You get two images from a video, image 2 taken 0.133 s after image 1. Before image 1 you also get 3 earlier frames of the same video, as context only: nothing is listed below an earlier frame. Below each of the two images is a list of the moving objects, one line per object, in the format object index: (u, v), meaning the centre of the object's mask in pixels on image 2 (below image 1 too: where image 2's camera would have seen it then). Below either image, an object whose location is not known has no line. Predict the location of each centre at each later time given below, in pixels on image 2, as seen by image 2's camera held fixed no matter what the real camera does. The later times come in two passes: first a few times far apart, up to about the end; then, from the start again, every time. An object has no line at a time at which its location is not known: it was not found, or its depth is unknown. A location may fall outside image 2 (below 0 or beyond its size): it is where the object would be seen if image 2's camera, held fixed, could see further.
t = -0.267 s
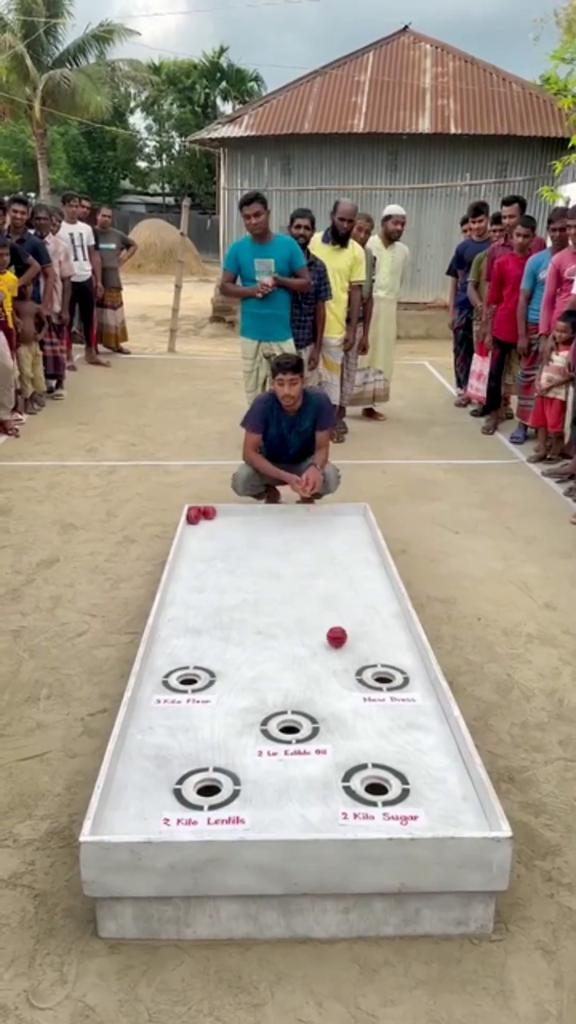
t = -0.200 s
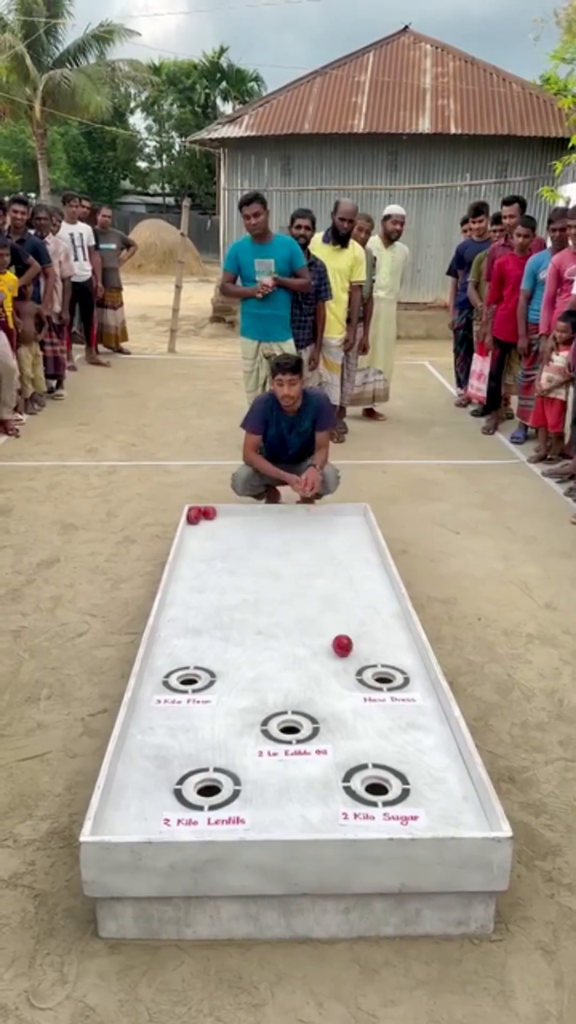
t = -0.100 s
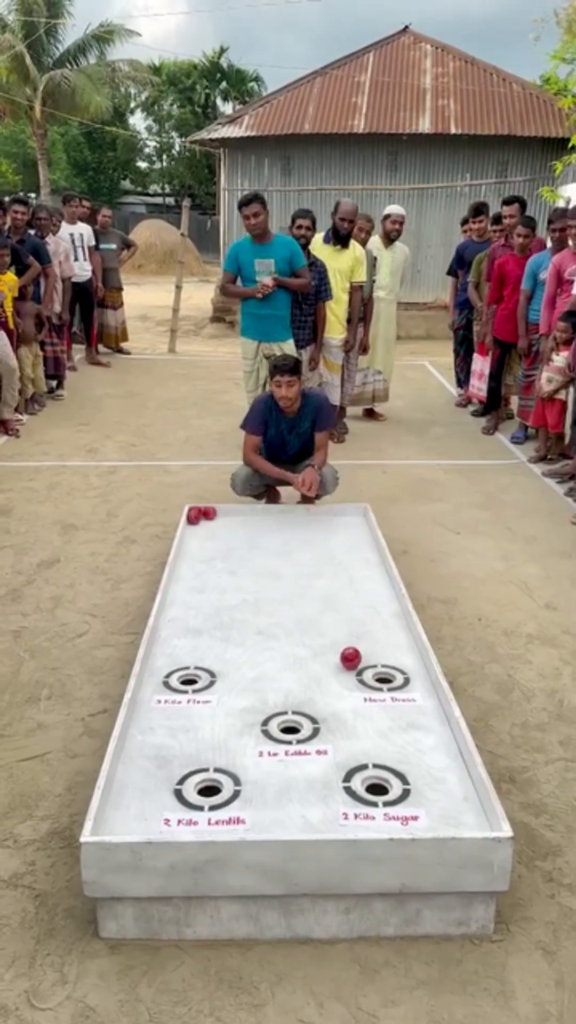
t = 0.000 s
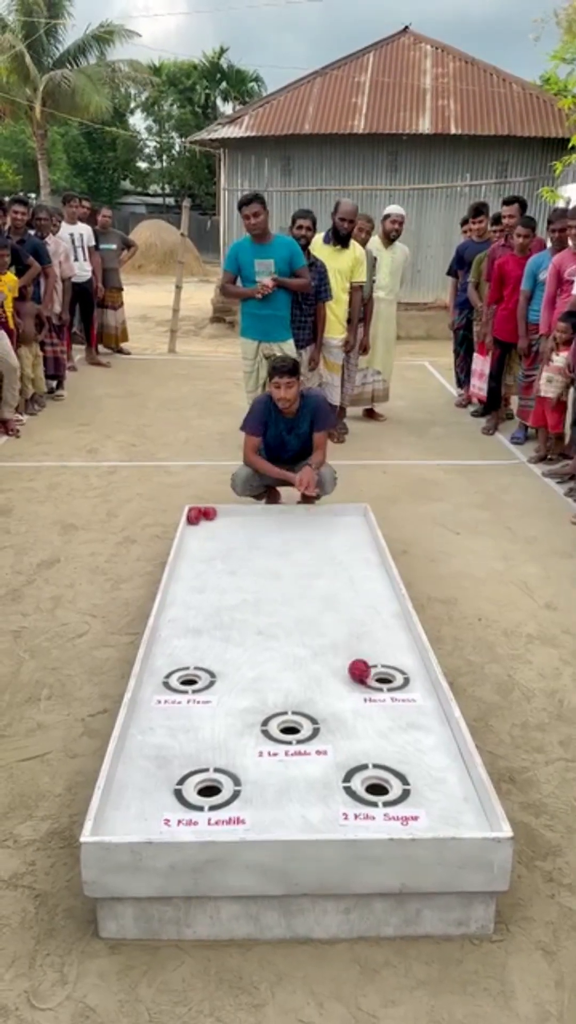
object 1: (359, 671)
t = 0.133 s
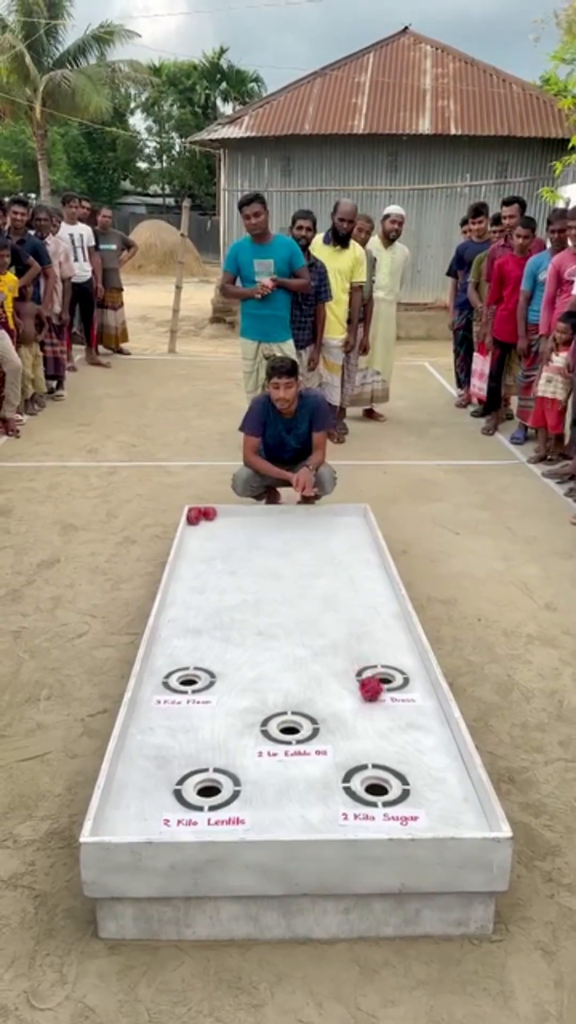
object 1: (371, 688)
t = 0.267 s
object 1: (383, 706)
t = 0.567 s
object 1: (414, 746)
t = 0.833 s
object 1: (444, 782)
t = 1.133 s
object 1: (478, 818)
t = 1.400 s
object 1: (471, 820)
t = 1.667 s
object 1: (457, 806)
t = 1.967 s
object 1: (440, 785)
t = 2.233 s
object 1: (428, 765)
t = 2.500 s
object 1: (418, 744)
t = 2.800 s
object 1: (408, 719)
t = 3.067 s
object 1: (400, 696)
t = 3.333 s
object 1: (393, 674)
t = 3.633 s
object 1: (363, 651)
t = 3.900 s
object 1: (334, 634)
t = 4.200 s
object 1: (305, 616)
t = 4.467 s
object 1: (280, 599)
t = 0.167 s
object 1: (373, 693)
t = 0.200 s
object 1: (376, 697)
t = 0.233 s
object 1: (380, 702)
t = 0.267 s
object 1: (383, 706)
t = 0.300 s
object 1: (386, 710)
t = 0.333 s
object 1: (390, 714)
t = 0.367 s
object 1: (393, 719)
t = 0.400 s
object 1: (397, 723)
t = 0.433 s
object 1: (400, 728)
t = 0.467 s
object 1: (403, 733)
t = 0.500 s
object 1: (407, 737)
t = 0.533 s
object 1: (410, 742)
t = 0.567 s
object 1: (414, 746)
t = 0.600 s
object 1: (418, 750)
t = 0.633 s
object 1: (421, 755)
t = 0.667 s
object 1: (425, 760)
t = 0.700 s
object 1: (429, 764)
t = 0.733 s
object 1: (433, 768)
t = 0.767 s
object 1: (437, 772)
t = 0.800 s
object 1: (441, 777)
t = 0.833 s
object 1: (444, 782)
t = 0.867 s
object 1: (448, 786)
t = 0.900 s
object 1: (452, 791)
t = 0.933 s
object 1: (456, 794)
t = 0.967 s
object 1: (460, 799)
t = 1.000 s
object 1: (464, 803)
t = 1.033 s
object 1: (468, 807)
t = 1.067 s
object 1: (472, 812)
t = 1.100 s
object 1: (477, 816)
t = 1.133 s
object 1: (478, 818)
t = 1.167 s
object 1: (478, 820)
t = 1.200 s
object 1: (478, 822)
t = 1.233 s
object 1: (478, 824)
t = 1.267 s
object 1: (478, 824)
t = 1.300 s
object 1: (477, 823)
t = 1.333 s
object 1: (475, 822)
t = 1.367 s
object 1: (473, 821)
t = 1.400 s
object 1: (471, 820)
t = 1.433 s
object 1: (469, 819)
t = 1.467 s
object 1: (468, 818)
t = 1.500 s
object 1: (466, 817)
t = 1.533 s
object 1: (464, 815)
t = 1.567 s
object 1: (462, 813)
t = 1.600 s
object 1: (460, 811)
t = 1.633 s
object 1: (459, 809)
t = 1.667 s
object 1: (457, 806)
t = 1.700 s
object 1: (455, 805)
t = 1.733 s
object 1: (453, 802)
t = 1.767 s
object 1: (451, 800)
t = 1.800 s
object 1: (449, 798)
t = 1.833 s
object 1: (447, 796)
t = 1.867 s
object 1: (446, 793)
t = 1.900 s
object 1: (444, 790)
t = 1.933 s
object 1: (442, 788)
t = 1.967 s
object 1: (440, 785)
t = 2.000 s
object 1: (438, 783)
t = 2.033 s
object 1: (437, 780)
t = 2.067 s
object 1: (435, 778)
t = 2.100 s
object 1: (434, 775)
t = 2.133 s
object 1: (432, 773)
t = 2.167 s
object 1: (431, 771)
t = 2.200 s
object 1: (429, 768)
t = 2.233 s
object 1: (428, 765)
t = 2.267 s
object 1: (427, 762)
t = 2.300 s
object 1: (425, 760)
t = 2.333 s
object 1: (424, 757)
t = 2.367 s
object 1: (423, 754)
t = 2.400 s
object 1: (422, 751)
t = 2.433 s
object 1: (420, 749)
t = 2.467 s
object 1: (419, 746)
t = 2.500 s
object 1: (418, 744)
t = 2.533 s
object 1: (417, 741)
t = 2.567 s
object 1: (415, 738)
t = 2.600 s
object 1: (414, 735)
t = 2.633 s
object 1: (413, 732)
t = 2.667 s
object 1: (412, 730)
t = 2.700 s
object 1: (411, 727)
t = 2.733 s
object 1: (410, 724)
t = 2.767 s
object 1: (409, 721)
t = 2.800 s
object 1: (408, 719)
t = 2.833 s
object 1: (406, 716)
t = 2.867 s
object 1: (406, 713)
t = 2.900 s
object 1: (404, 710)
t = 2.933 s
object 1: (404, 707)
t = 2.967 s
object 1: (402, 704)
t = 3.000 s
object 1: (402, 702)
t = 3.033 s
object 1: (401, 699)
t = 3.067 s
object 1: (400, 696)
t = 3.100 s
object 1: (399, 693)
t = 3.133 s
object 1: (398, 691)
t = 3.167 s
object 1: (398, 688)
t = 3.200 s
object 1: (396, 685)
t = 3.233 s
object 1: (396, 682)
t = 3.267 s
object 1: (396, 680)
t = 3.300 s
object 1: (395, 678)
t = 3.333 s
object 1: (393, 674)
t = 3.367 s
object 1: (392, 671)
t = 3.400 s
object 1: (390, 669)
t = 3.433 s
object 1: (387, 667)
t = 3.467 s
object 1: (383, 663)
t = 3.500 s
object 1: (379, 660)
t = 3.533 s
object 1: (375, 659)
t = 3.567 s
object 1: (372, 657)
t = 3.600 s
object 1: (368, 654)
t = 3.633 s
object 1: (363, 651)
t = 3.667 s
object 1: (360, 649)
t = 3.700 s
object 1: (356, 647)
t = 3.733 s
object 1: (352, 645)
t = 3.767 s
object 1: (349, 643)
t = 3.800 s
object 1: (345, 641)
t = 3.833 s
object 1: (342, 638)
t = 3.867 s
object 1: (338, 636)
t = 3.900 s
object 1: (334, 634)
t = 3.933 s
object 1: (331, 632)
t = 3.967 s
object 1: (328, 630)
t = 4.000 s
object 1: (325, 628)
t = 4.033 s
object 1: (321, 626)
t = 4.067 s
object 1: (318, 624)
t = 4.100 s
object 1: (315, 622)
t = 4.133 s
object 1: (312, 620)
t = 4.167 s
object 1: (308, 618)
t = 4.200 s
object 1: (305, 616)
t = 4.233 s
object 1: (302, 614)
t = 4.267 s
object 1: (298, 611)
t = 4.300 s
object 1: (295, 609)
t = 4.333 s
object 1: (292, 607)
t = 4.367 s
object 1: (289, 605)
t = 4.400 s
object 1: (286, 603)
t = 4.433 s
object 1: (283, 601)
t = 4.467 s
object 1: (280, 599)
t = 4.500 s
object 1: (277, 596)
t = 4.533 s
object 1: (274, 595)
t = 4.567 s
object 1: (271, 593)
